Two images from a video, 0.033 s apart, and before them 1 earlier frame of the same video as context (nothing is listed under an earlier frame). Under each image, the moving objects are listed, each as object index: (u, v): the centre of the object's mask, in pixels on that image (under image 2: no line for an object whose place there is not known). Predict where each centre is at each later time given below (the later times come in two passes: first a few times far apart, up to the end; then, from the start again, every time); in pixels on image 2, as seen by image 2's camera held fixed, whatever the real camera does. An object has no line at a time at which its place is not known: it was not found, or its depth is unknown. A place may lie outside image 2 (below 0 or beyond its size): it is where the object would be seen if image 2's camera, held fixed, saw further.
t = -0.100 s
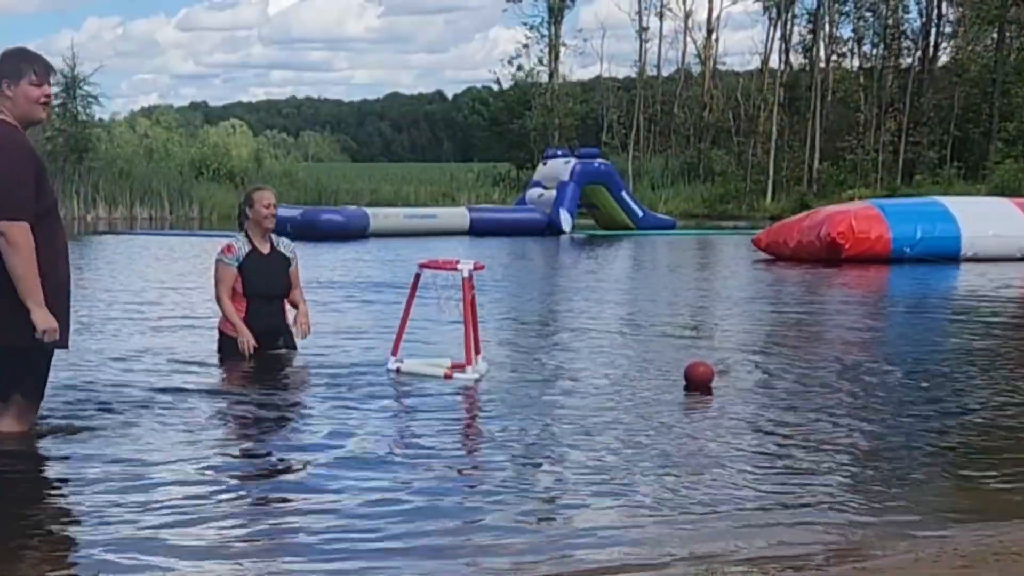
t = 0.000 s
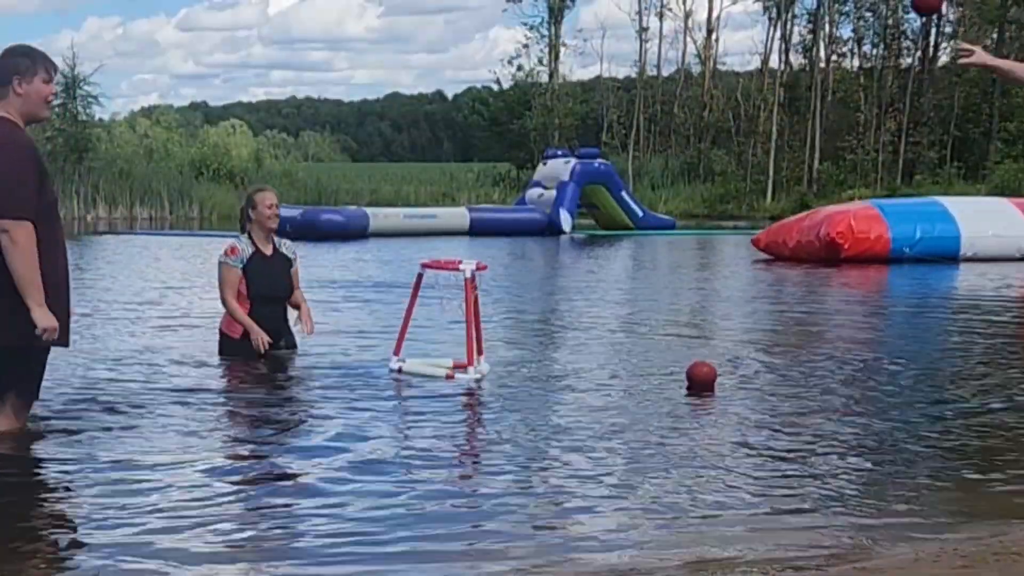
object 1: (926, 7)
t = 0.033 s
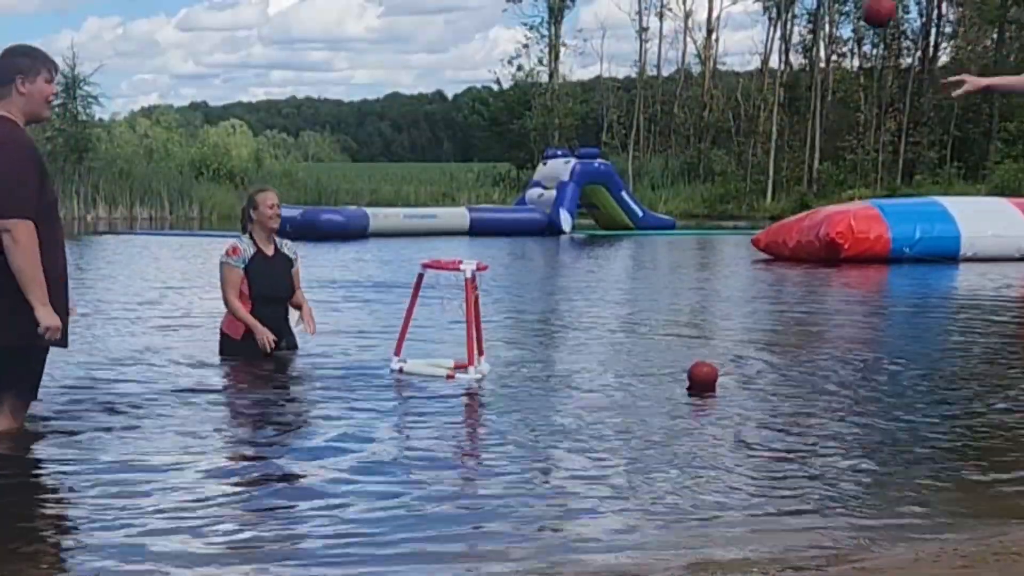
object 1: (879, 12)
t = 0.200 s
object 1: (664, 105)
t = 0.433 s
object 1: (431, 292)
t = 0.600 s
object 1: (435, 295)
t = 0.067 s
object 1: (832, 26)
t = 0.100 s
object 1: (788, 43)
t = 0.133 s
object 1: (746, 62)
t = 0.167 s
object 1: (704, 83)
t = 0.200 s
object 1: (664, 105)
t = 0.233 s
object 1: (625, 128)
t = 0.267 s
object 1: (588, 155)
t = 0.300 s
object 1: (551, 183)
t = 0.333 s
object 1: (517, 211)
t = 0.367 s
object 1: (485, 241)
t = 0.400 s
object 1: (449, 275)
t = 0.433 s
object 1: (431, 292)
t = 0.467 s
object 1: (428, 289)
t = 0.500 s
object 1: (428, 287)
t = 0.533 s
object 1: (430, 287)
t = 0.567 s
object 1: (432, 290)
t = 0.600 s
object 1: (435, 295)
